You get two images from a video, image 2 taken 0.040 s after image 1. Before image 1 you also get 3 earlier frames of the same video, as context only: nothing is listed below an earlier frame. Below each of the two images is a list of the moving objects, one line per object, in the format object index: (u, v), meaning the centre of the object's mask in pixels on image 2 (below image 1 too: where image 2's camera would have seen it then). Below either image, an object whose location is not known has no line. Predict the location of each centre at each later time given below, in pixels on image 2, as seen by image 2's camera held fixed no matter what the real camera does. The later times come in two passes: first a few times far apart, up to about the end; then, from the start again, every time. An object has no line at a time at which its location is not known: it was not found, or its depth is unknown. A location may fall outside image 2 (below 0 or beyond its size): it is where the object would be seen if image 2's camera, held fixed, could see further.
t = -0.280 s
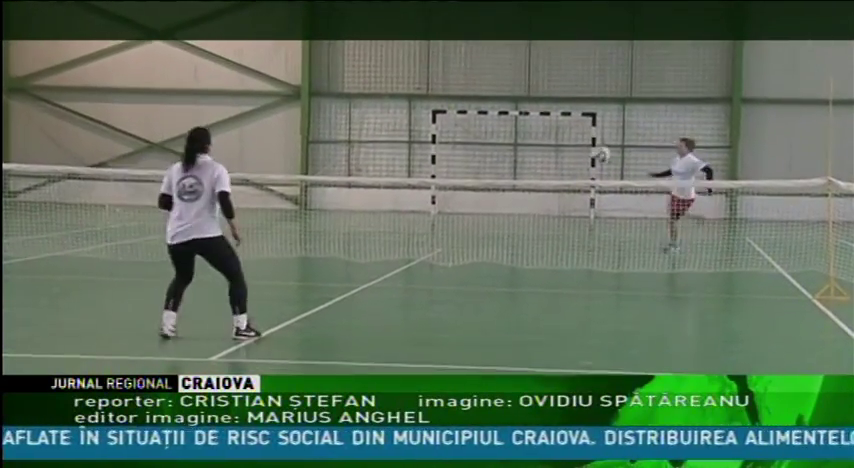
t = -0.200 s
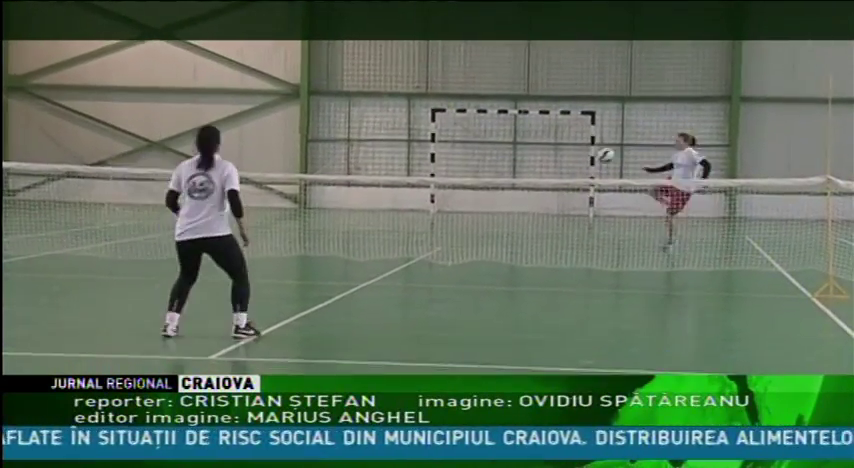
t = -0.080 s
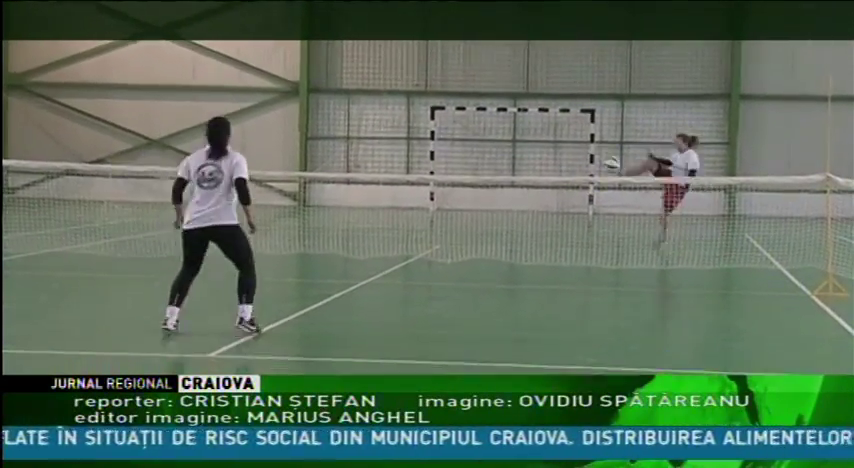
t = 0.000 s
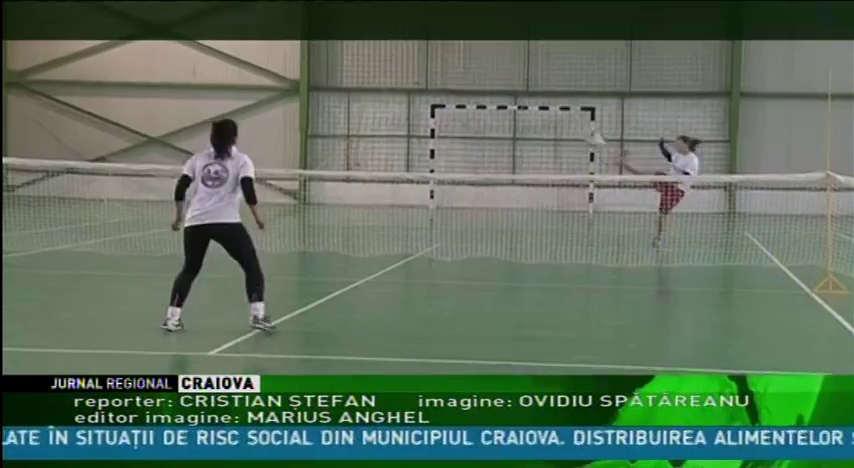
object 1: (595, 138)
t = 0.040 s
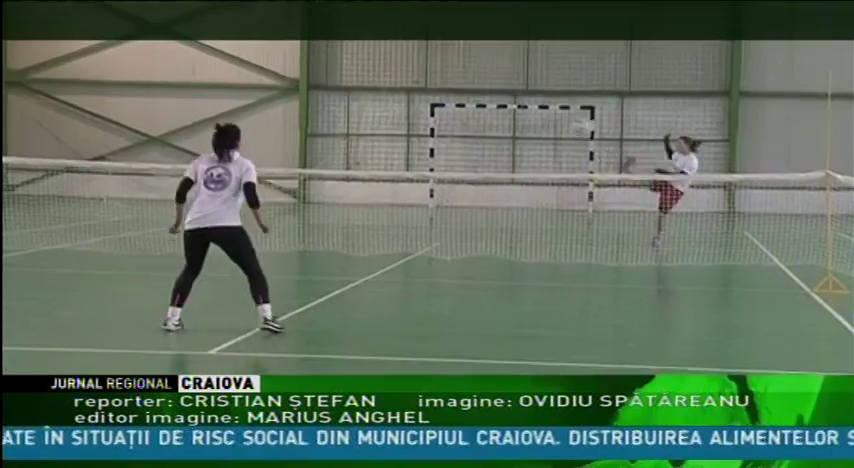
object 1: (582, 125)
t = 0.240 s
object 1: (509, 77)
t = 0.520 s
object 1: (372, 70)
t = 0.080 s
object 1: (568, 114)
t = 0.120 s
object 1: (554, 105)
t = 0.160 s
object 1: (540, 95)
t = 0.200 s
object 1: (524, 85)
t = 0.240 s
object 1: (509, 77)
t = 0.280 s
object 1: (492, 72)
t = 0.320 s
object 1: (474, 69)
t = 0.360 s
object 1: (454, 66)
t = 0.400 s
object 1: (436, 64)
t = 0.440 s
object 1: (416, 65)
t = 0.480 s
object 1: (394, 66)
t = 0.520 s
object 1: (372, 70)
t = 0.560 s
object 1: (347, 79)
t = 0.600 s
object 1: (323, 86)
